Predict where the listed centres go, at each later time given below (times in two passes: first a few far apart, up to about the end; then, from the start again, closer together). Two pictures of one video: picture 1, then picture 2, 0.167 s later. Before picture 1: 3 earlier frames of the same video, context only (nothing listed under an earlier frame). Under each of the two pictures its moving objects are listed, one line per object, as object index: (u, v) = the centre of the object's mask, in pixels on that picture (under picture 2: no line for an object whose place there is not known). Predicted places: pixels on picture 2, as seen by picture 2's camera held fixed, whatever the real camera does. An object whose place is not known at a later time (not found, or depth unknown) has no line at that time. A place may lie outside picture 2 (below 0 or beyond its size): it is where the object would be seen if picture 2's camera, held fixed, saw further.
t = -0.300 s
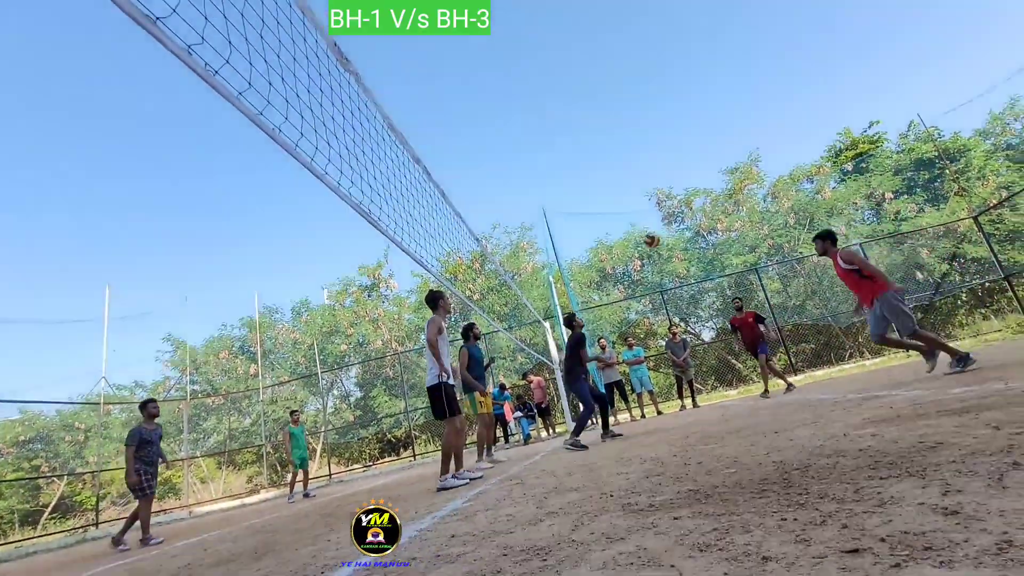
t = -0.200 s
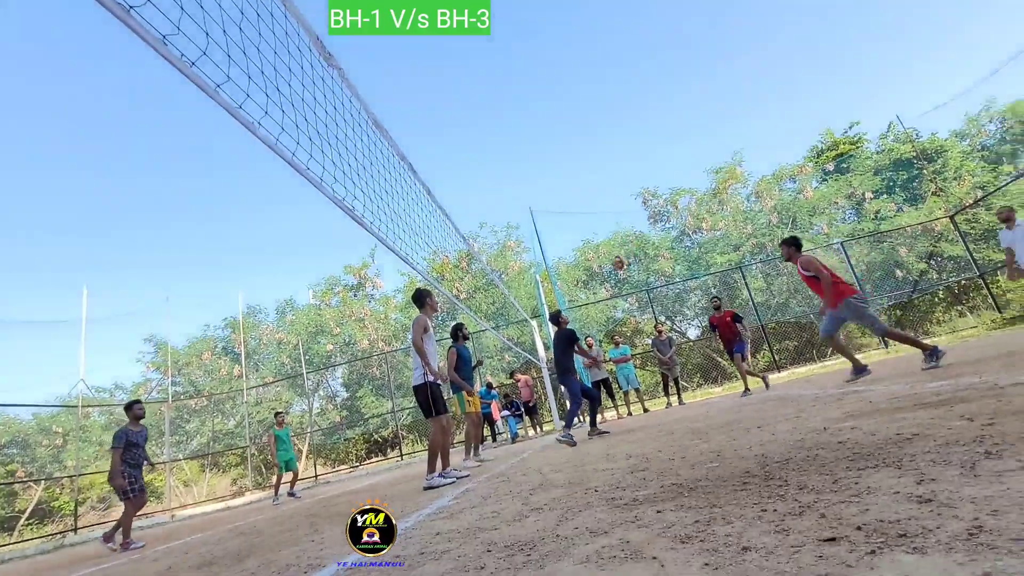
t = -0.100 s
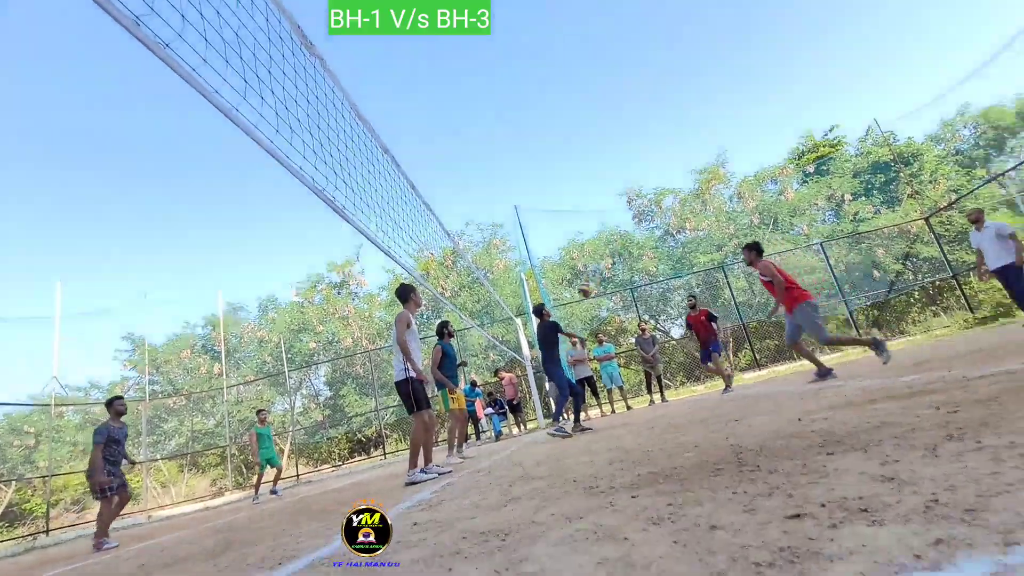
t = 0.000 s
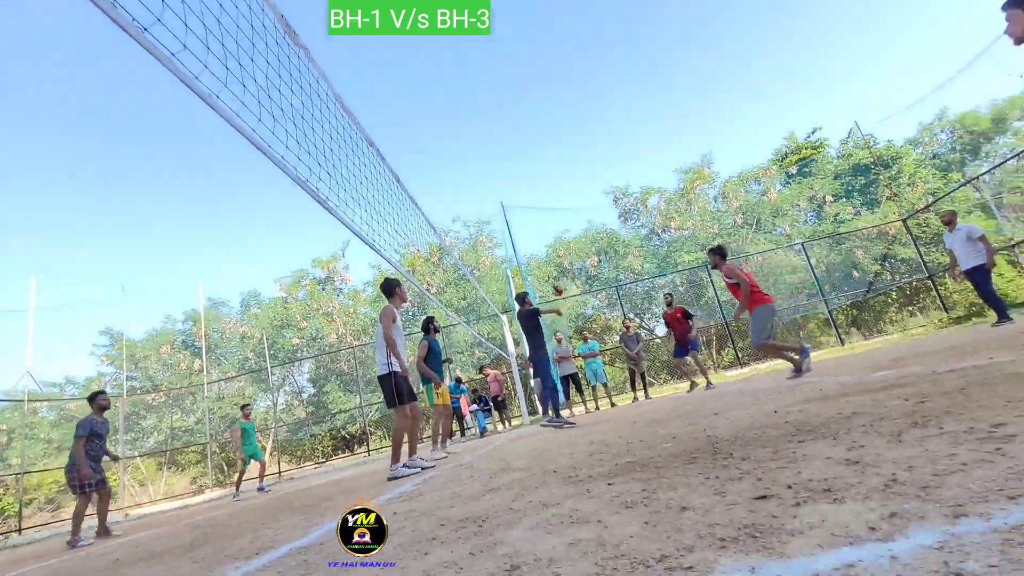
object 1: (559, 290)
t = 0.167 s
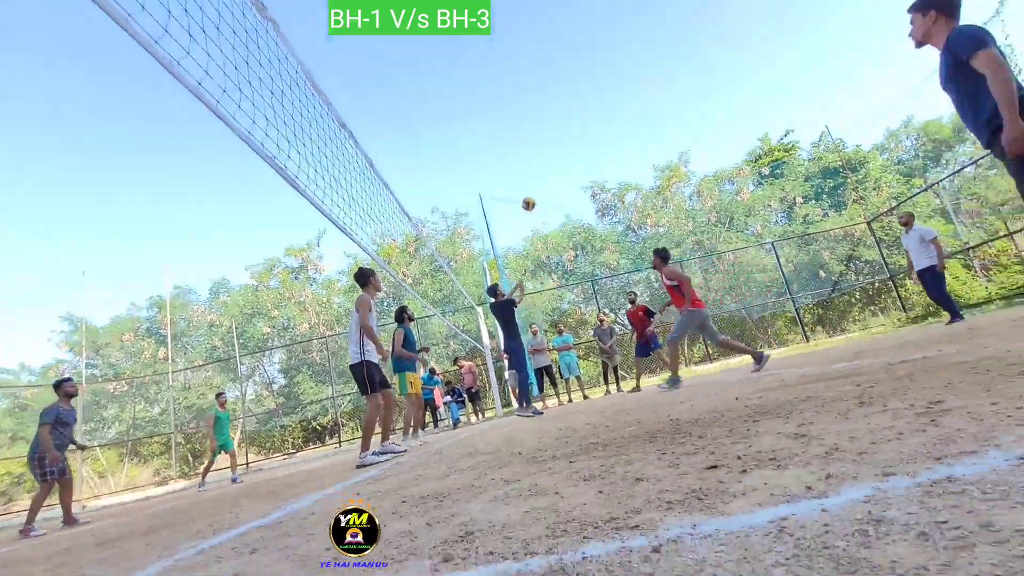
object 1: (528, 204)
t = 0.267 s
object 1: (528, 170)
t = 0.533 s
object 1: (531, 109)
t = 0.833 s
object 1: (553, 98)
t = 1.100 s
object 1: (582, 128)
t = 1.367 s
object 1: (619, 193)
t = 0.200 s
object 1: (528, 192)
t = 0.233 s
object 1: (527, 180)
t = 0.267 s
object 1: (528, 170)
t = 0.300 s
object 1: (528, 160)
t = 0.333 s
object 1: (529, 151)
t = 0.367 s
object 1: (529, 143)
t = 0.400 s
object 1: (529, 133)
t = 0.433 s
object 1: (531, 128)
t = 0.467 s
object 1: (529, 118)
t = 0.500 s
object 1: (533, 115)
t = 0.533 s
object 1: (531, 109)
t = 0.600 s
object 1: (531, 102)
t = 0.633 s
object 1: (533, 99)
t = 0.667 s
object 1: (536, 98)
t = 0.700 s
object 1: (539, 97)
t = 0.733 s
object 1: (542, 97)
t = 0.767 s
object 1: (546, 97)
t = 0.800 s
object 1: (549, 97)
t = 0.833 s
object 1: (553, 98)
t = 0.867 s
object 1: (557, 100)
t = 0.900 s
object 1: (560, 102)
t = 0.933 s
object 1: (564, 105)
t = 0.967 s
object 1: (568, 109)
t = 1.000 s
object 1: (572, 113)
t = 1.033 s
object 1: (575, 117)
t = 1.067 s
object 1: (578, 122)
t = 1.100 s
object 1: (582, 128)
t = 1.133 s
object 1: (586, 134)
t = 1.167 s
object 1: (590, 140)
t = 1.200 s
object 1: (594, 148)
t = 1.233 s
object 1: (599, 156)
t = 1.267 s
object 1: (604, 164)
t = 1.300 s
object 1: (609, 173)
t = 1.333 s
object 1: (614, 182)
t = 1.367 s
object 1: (619, 193)
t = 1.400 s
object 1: (625, 204)
